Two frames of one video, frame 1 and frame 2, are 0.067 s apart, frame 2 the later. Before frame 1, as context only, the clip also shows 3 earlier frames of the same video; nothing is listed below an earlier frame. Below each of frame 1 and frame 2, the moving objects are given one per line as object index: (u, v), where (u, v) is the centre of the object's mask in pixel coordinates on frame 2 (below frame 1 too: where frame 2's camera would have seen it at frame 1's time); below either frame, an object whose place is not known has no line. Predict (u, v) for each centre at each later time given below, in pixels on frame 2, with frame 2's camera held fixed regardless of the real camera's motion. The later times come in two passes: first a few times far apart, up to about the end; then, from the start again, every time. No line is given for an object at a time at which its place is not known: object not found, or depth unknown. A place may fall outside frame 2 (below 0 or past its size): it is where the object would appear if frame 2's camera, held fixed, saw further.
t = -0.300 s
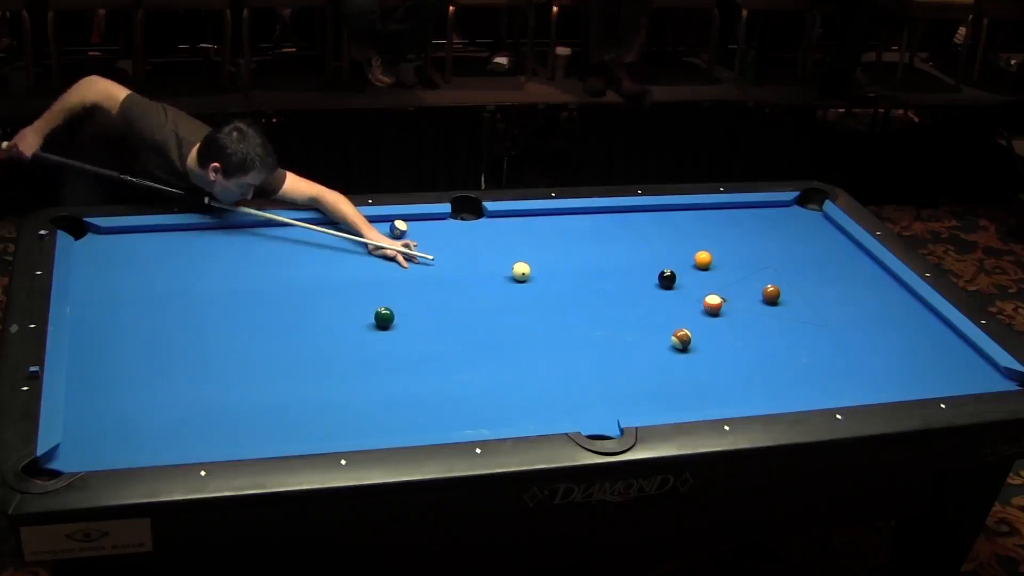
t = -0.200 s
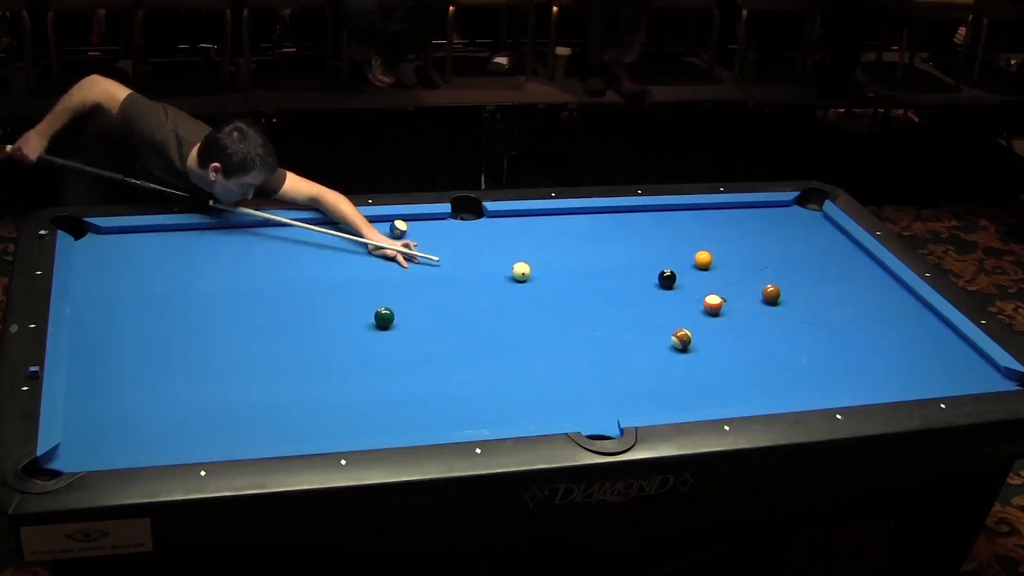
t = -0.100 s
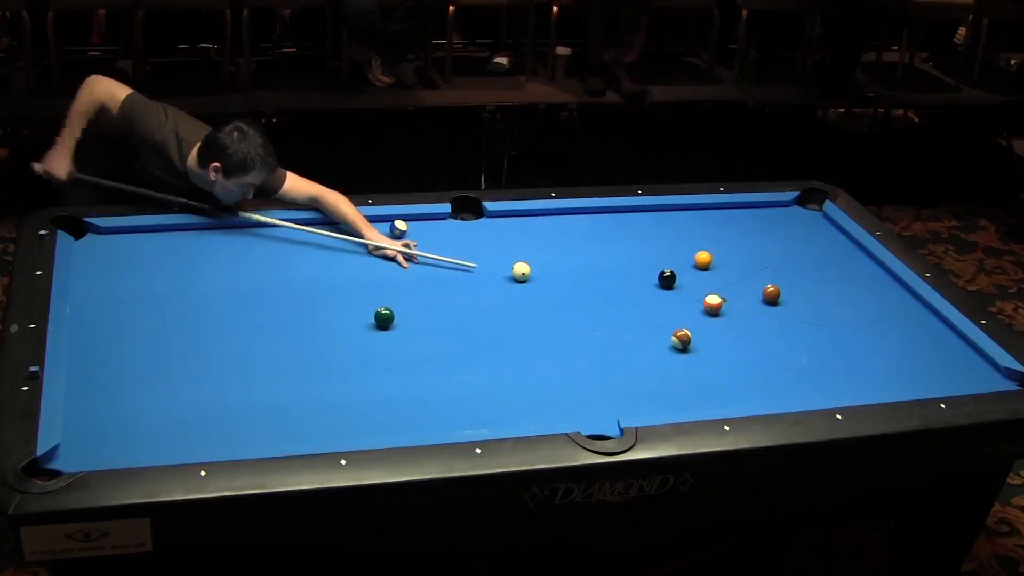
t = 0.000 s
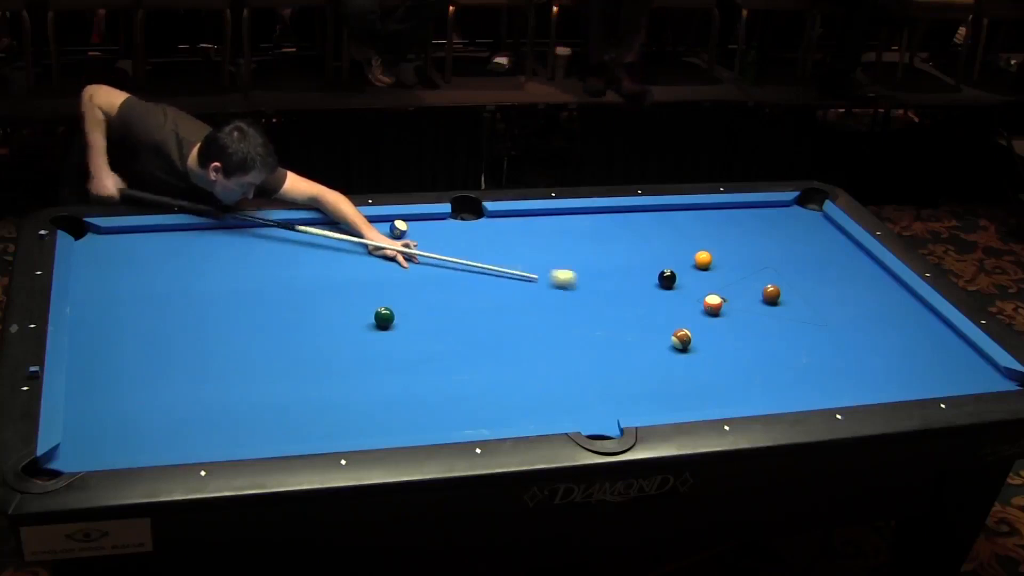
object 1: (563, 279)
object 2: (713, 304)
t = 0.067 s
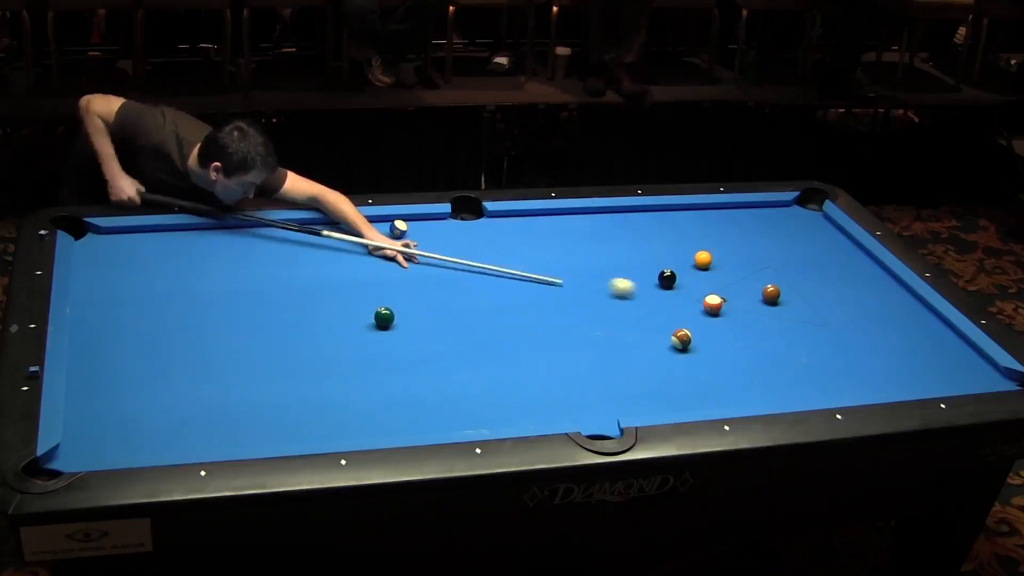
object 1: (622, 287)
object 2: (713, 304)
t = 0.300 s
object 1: (699, 292)
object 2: (814, 331)
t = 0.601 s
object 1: (703, 280)
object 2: (991, 374)
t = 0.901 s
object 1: (707, 269)
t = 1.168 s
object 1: (711, 267)
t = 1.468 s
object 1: (715, 265)
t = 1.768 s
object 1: (718, 264)
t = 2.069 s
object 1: (719, 264)
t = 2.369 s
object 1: (720, 264)
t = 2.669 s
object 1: (720, 264)
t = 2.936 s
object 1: (720, 264)
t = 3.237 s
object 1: (720, 264)
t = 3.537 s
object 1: (720, 264)
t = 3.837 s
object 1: (720, 264)
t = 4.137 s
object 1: (719, 264)
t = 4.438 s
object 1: (720, 264)
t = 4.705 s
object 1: (720, 264)
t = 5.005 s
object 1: (719, 264)
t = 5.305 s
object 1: (719, 264)
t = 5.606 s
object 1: (719, 264)
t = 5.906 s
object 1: (720, 264)
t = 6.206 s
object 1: (720, 264)
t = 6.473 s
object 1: (720, 264)
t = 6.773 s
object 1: (720, 264)
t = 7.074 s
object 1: (720, 264)
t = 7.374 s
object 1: (720, 263)
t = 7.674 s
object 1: (720, 263)
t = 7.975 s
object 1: (720, 263)
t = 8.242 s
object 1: (720, 263)
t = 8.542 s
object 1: (720, 264)
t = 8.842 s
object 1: (720, 263)
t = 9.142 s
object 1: (720, 264)
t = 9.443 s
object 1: (720, 263)
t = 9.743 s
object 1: (720, 263)
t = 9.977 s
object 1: (720, 263)
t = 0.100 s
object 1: (651, 293)
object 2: (713, 304)
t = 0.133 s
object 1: (679, 297)
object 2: (713, 304)
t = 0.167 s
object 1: (695, 299)
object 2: (722, 307)
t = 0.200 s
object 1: (697, 297)
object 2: (747, 313)
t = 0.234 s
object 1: (698, 295)
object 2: (771, 319)
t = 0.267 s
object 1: (698, 294)
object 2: (792, 325)
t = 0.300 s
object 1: (699, 292)
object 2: (814, 331)
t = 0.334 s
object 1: (699, 291)
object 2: (836, 337)
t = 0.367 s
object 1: (700, 289)
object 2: (857, 342)
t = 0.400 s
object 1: (700, 288)
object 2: (876, 347)
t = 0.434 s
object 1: (701, 287)
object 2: (895, 352)
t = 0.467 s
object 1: (701, 285)
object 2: (914, 357)
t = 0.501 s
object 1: (702, 284)
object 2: (934, 362)
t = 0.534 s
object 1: (702, 283)
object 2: (953, 368)
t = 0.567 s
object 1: (702, 281)
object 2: (971, 371)
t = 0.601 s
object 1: (703, 280)
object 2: (991, 374)
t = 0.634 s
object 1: (703, 279)
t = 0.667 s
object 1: (704, 277)
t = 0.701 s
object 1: (704, 276)
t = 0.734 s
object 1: (705, 275)
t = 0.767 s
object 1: (705, 274)
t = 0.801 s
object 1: (705, 272)
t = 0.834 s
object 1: (706, 271)
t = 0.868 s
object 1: (706, 270)
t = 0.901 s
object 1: (707, 269)
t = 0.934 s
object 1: (707, 268)
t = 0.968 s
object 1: (708, 268)
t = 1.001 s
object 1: (708, 268)
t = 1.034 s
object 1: (709, 268)
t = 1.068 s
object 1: (710, 267)
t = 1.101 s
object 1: (710, 267)
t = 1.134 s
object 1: (711, 267)
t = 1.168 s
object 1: (711, 267)
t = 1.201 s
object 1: (712, 267)
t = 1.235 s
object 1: (712, 266)
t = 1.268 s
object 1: (713, 266)
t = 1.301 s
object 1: (713, 266)
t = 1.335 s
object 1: (713, 266)
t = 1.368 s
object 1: (714, 266)
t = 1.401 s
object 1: (714, 266)
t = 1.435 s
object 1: (715, 265)
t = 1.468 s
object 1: (715, 265)
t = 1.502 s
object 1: (715, 265)
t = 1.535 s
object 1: (716, 265)
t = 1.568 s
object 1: (716, 265)
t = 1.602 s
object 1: (717, 265)
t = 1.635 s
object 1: (717, 264)
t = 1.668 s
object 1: (717, 265)
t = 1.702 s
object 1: (718, 264)
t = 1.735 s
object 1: (718, 264)
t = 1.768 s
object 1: (718, 264)
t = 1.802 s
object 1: (718, 264)
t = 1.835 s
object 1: (719, 264)
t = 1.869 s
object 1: (719, 264)
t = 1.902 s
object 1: (719, 264)
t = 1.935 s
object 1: (719, 264)
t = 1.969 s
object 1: (719, 264)
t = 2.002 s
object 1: (719, 264)
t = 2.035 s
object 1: (719, 264)
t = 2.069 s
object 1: (719, 264)
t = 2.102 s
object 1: (719, 264)
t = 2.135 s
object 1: (720, 264)
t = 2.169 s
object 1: (719, 264)
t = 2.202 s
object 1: (720, 264)
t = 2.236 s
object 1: (719, 264)
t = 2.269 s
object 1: (720, 264)
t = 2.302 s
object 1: (720, 264)
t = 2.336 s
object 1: (720, 263)
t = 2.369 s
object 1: (720, 264)
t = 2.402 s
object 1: (720, 263)
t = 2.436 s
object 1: (720, 264)
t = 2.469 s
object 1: (720, 264)
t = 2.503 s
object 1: (720, 264)
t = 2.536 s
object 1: (720, 263)
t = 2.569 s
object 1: (720, 264)
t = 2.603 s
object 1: (720, 264)
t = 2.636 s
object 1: (720, 264)
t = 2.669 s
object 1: (720, 264)
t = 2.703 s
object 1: (720, 264)
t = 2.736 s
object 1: (720, 264)
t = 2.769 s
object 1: (720, 264)
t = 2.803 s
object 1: (720, 264)
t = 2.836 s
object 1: (720, 264)
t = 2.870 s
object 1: (720, 264)
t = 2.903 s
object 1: (720, 264)
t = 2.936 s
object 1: (720, 264)
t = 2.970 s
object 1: (720, 264)
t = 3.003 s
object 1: (720, 264)
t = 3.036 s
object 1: (720, 264)
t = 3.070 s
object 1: (720, 264)
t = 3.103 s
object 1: (720, 264)
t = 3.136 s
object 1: (720, 264)
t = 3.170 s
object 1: (720, 264)
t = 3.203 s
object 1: (720, 264)
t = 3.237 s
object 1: (720, 264)
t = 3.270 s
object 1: (720, 264)
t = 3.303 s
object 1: (720, 264)
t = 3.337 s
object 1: (720, 264)
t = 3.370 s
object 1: (720, 264)
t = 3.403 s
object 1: (720, 264)
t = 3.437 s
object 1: (720, 264)
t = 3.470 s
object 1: (719, 264)
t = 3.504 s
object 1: (719, 264)
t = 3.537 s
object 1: (720, 264)
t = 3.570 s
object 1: (720, 264)
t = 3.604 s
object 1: (719, 264)
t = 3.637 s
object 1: (720, 264)
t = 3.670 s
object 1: (719, 264)
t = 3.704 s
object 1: (720, 264)
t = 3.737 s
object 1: (720, 264)
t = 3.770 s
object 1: (720, 264)
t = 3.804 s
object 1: (720, 264)
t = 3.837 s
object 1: (720, 264)
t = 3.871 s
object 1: (720, 264)
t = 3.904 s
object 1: (720, 264)
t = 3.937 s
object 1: (720, 264)
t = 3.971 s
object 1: (720, 264)
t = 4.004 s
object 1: (720, 264)
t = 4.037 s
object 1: (720, 264)
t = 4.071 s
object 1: (720, 264)
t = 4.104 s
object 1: (720, 264)
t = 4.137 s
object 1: (719, 264)
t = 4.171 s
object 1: (720, 264)
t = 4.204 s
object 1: (720, 264)
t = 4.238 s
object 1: (720, 264)
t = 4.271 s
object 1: (720, 264)
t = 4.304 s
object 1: (720, 264)
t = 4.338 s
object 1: (720, 264)
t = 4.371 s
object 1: (720, 264)
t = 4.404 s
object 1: (720, 264)
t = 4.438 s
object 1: (720, 264)
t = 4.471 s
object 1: (720, 264)
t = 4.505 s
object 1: (720, 264)
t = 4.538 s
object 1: (720, 264)
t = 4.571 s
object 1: (720, 264)
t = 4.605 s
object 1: (720, 264)
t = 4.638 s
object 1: (720, 264)
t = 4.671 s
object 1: (720, 264)
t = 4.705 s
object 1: (720, 264)
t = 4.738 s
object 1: (720, 264)
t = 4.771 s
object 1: (720, 264)
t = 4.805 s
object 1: (720, 264)
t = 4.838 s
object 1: (720, 264)
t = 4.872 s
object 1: (720, 264)
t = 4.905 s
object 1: (720, 264)
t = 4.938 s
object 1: (719, 264)
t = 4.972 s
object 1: (719, 264)
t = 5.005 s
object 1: (719, 264)
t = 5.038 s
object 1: (719, 264)
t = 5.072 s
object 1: (719, 264)
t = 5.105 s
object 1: (720, 264)
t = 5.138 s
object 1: (719, 264)
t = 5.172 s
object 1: (719, 264)
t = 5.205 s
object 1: (719, 264)
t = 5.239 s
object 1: (719, 264)
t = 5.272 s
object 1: (719, 264)
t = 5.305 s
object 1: (719, 264)
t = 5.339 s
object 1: (719, 264)
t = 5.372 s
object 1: (719, 264)
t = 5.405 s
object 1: (719, 264)
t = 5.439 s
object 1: (719, 264)
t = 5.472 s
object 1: (719, 264)
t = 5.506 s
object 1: (719, 264)
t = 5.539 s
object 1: (719, 264)
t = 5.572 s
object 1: (719, 264)
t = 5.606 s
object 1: (719, 264)
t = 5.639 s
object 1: (720, 264)
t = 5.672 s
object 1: (720, 264)
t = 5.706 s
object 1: (720, 264)
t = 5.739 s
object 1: (720, 264)
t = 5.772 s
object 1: (720, 264)
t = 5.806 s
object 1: (720, 264)
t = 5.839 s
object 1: (720, 264)
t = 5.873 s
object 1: (720, 264)
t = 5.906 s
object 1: (720, 264)
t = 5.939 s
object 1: (720, 264)
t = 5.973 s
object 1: (720, 264)
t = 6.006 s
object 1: (720, 264)
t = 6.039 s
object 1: (720, 264)
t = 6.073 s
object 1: (720, 264)
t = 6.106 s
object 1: (720, 264)
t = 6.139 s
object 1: (720, 264)
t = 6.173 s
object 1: (720, 264)
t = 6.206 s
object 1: (720, 264)
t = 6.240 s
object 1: (720, 264)
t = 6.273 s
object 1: (720, 264)
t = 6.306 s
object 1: (720, 264)
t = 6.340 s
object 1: (720, 264)
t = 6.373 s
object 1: (720, 264)
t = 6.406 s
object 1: (720, 264)
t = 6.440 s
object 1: (720, 264)
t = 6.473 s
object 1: (720, 264)
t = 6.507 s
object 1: (720, 264)
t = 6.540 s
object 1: (720, 264)
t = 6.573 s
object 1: (720, 264)
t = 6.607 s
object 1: (720, 264)
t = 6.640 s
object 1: (720, 264)
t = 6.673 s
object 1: (720, 264)
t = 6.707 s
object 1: (720, 264)
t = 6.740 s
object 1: (720, 264)
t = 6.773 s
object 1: (720, 264)
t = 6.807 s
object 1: (720, 264)
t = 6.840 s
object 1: (720, 264)
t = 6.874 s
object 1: (720, 263)
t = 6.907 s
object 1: (720, 264)
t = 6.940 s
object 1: (720, 264)
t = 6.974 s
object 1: (720, 264)
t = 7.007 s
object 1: (720, 264)
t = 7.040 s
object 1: (720, 263)
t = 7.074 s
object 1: (720, 264)
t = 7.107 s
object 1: (720, 263)
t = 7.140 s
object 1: (720, 264)
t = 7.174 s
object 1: (720, 263)
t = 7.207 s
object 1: (720, 264)
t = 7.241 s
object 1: (720, 264)
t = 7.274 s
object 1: (720, 263)
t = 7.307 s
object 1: (720, 264)
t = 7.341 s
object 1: (720, 264)
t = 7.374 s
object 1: (720, 263)
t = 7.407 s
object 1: (720, 263)
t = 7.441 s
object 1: (720, 263)
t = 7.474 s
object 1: (720, 263)
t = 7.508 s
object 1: (720, 263)
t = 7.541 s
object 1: (720, 263)
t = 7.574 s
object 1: (720, 263)
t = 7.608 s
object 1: (720, 263)
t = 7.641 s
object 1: (720, 263)
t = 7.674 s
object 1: (720, 263)
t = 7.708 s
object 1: (720, 263)
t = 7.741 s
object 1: (720, 263)
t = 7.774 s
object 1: (720, 263)
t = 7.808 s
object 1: (720, 263)
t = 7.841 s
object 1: (720, 263)
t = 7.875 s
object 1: (720, 263)
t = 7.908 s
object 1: (720, 263)
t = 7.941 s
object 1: (720, 263)
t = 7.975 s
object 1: (720, 263)
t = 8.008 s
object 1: (720, 263)
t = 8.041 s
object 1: (720, 263)
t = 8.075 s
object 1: (720, 263)
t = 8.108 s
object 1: (720, 263)
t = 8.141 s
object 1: (720, 263)
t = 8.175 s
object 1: (720, 263)
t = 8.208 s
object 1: (720, 263)
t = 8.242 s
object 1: (720, 263)
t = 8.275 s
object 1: (720, 264)
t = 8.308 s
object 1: (720, 264)
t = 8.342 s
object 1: (720, 263)
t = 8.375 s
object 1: (720, 263)
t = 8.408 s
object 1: (720, 264)
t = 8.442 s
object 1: (720, 263)
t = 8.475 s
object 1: (720, 264)
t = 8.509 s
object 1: (720, 263)
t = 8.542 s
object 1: (720, 264)
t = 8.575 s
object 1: (720, 264)
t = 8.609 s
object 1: (720, 264)
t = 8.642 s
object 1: (720, 263)
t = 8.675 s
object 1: (720, 263)
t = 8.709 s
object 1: (720, 263)
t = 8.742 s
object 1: (720, 263)
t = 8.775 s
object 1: (720, 263)
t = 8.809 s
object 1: (720, 263)
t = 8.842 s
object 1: (720, 263)
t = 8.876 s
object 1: (720, 263)
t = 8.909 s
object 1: (720, 263)
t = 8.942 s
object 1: (720, 263)
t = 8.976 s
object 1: (720, 263)
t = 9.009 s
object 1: (720, 264)
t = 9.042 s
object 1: (720, 263)
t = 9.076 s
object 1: (720, 264)
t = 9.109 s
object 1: (720, 263)
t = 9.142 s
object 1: (720, 264)
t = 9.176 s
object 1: (720, 263)
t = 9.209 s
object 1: (720, 264)
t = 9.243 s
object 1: (720, 263)
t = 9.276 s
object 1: (720, 263)
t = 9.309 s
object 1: (720, 263)
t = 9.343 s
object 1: (720, 263)
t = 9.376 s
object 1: (720, 263)
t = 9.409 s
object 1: (720, 263)
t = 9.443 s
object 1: (720, 263)
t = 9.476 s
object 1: (720, 263)
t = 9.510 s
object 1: (720, 263)
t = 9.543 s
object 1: (720, 263)
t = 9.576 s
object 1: (720, 263)
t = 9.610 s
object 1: (720, 263)
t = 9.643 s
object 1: (720, 263)
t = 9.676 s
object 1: (720, 263)
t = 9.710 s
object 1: (720, 263)
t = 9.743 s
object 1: (720, 263)
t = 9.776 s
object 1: (720, 263)
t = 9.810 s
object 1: (720, 263)
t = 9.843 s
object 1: (720, 263)
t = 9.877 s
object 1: (720, 263)
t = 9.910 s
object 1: (720, 263)
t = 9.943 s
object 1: (720, 263)
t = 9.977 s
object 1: (720, 263)
